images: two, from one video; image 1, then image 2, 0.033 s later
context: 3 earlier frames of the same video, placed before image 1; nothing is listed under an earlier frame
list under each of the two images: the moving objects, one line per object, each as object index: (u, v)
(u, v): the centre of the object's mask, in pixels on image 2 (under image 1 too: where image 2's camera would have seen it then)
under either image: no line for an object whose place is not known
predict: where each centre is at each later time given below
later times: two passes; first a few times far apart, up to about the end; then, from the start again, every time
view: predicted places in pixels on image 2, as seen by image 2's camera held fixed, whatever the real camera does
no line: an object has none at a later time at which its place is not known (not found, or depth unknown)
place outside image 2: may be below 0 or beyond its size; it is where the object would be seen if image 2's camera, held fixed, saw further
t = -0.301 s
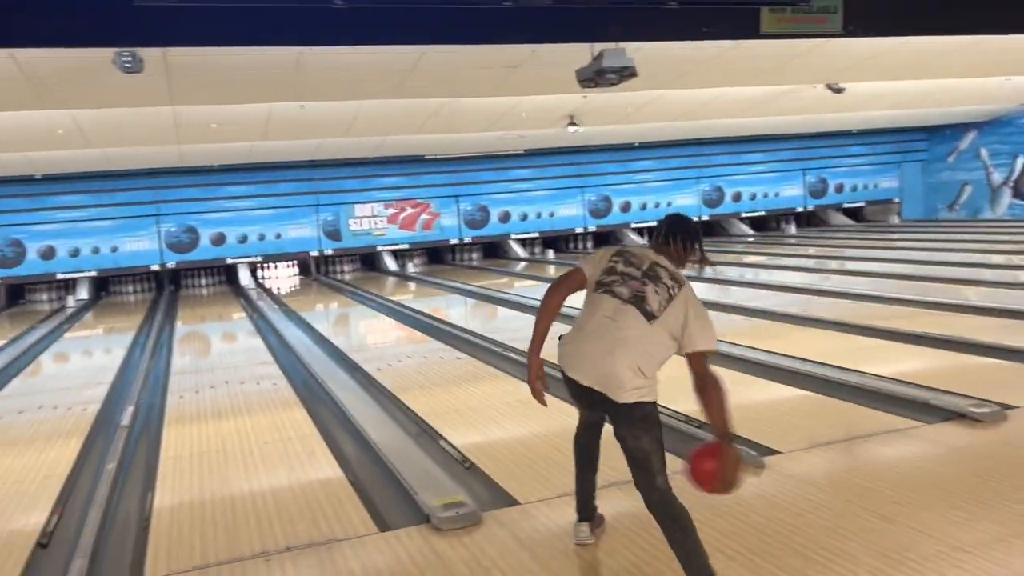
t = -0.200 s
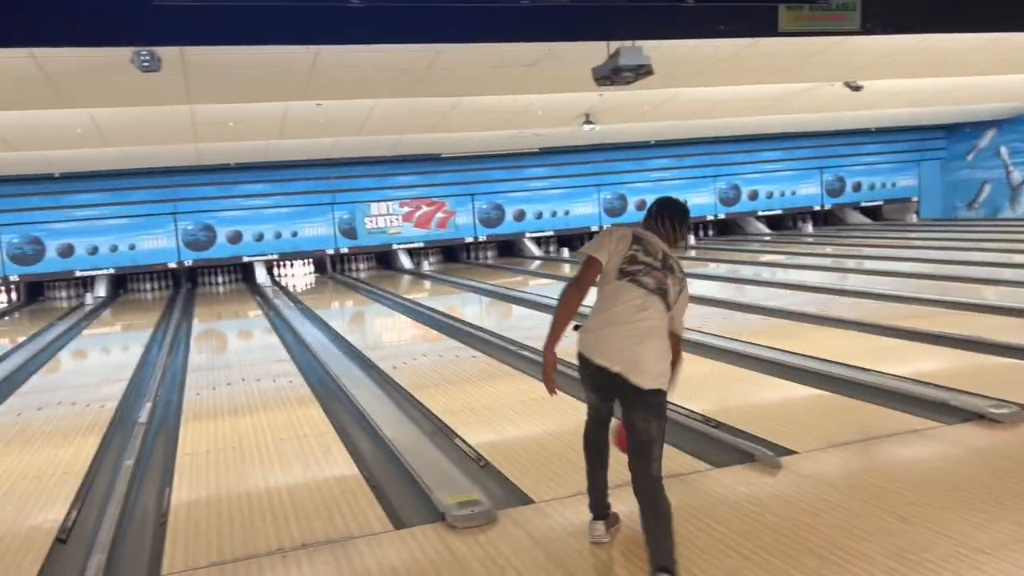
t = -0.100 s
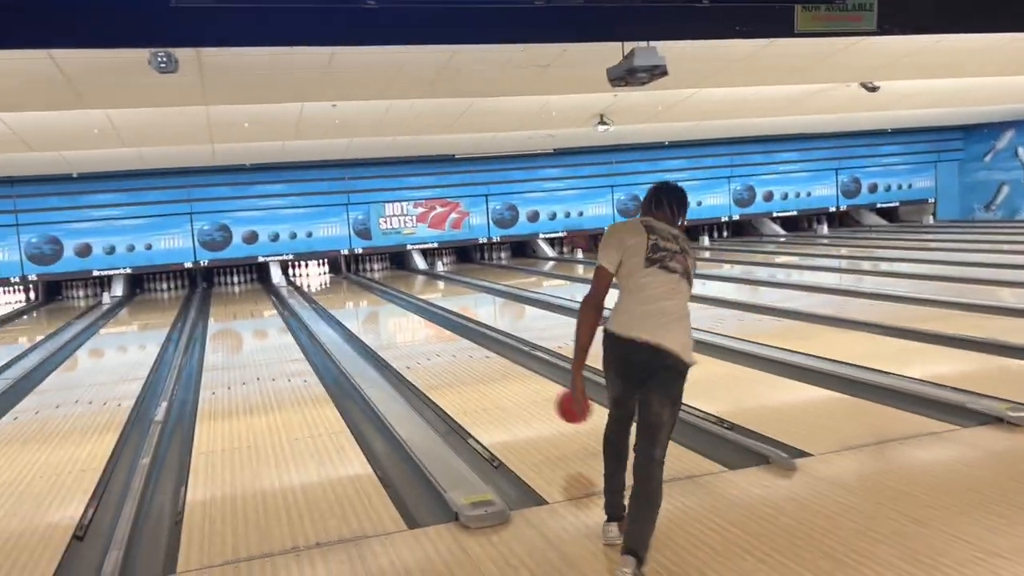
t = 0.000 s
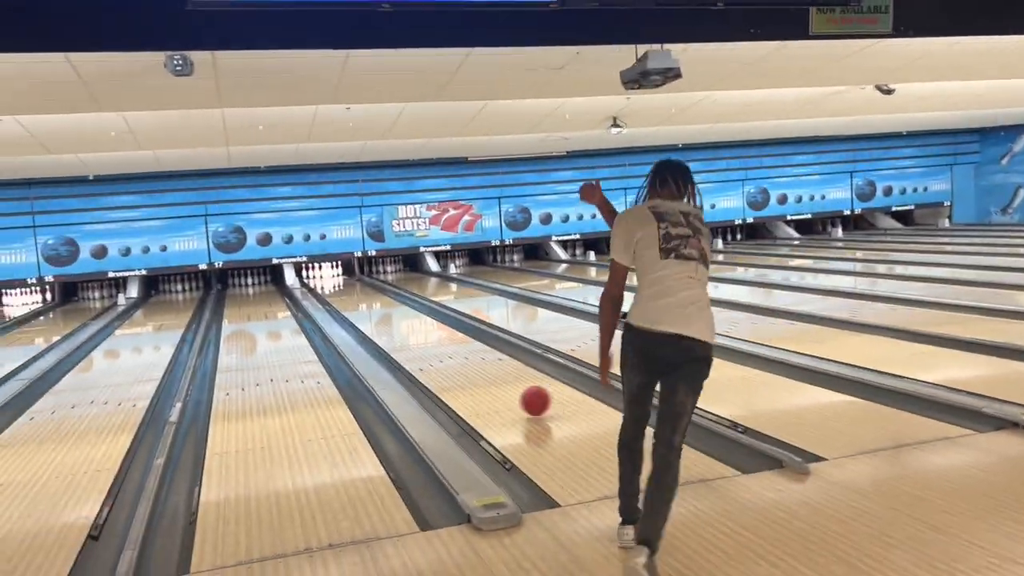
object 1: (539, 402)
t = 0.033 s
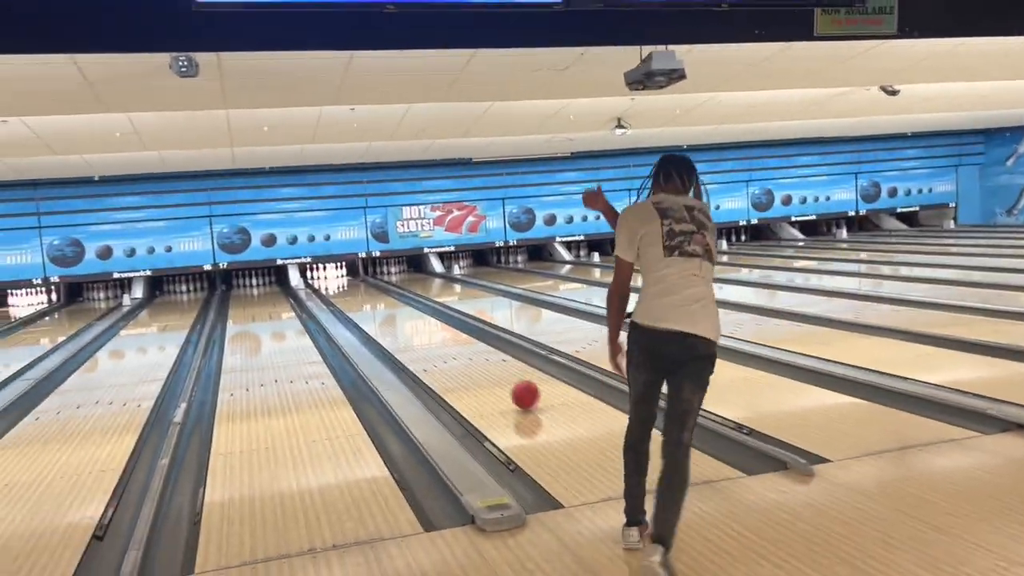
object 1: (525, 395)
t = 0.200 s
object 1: (471, 364)
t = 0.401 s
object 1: (428, 339)
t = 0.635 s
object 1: (395, 319)
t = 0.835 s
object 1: (375, 307)
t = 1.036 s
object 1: (360, 298)
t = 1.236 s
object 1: (348, 291)
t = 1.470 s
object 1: (337, 284)
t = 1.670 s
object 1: (329, 280)
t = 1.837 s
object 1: (322, 277)
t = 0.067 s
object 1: (512, 387)
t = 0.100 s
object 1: (501, 381)
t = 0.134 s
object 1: (490, 375)
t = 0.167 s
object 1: (480, 369)
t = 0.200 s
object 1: (471, 364)
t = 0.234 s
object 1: (463, 359)
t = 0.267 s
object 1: (455, 354)
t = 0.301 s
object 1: (447, 350)
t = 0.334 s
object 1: (440, 346)
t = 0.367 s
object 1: (434, 342)
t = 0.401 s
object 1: (428, 339)
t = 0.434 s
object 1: (422, 336)
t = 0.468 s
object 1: (417, 332)
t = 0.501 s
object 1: (412, 329)
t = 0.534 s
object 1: (407, 326)
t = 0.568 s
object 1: (403, 324)
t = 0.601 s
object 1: (399, 321)
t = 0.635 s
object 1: (395, 319)
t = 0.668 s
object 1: (391, 317)
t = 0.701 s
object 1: (388, 315)
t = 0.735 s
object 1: (384, 312)
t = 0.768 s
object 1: (381, 311)
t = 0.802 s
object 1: (378, 308)
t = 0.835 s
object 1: (375, 307)
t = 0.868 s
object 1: (372, 305)
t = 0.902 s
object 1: (370, 303)
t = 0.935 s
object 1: (367, 302)
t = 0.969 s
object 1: (365, 300)
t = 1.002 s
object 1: (363, 299)
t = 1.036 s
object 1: (360, 298)
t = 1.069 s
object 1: (357, 297)
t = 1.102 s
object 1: (356, 295)
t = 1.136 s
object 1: (354, 295)
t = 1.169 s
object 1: (352, 293)
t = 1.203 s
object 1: (350, 292)
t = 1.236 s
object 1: (348, 291)
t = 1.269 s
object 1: (347, 290)
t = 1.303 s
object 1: (345, 289)
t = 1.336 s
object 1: (343, 288)
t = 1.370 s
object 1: (342, 287)
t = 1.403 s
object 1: (340, 286)
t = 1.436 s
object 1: (339, 285)
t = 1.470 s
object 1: (337, 284)
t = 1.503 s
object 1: (336, 284)
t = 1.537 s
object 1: (334, 282)
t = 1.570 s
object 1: (333, 282)
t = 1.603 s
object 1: (332, 281)
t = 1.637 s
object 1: (330, 281)
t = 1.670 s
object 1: (329, 280)
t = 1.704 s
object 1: (327, 279)
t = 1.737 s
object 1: (326, 279)
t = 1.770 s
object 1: (326, 278)
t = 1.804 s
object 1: (324, 277)
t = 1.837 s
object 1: (322, 277)
